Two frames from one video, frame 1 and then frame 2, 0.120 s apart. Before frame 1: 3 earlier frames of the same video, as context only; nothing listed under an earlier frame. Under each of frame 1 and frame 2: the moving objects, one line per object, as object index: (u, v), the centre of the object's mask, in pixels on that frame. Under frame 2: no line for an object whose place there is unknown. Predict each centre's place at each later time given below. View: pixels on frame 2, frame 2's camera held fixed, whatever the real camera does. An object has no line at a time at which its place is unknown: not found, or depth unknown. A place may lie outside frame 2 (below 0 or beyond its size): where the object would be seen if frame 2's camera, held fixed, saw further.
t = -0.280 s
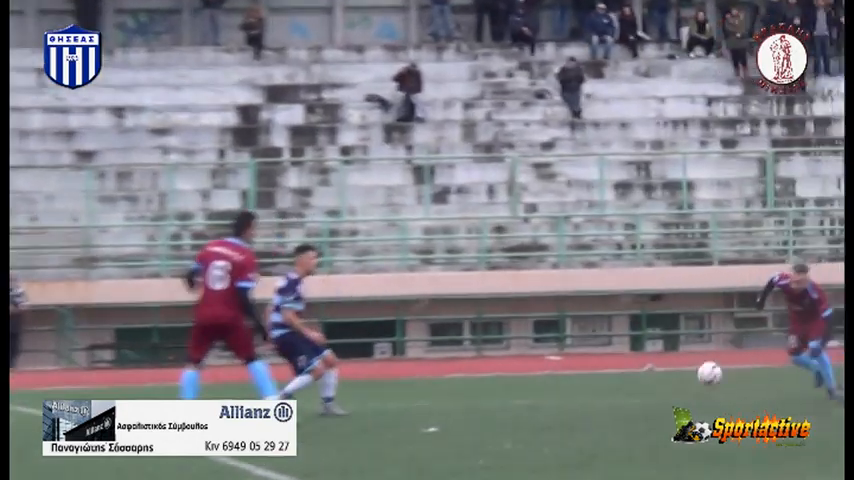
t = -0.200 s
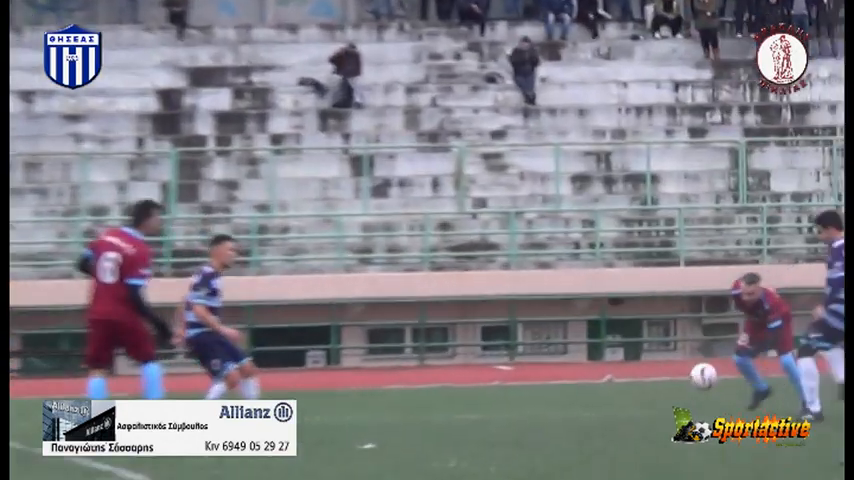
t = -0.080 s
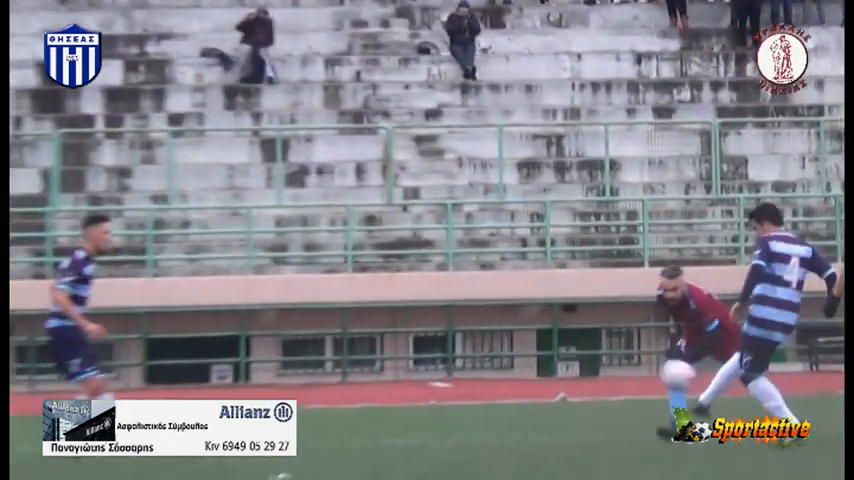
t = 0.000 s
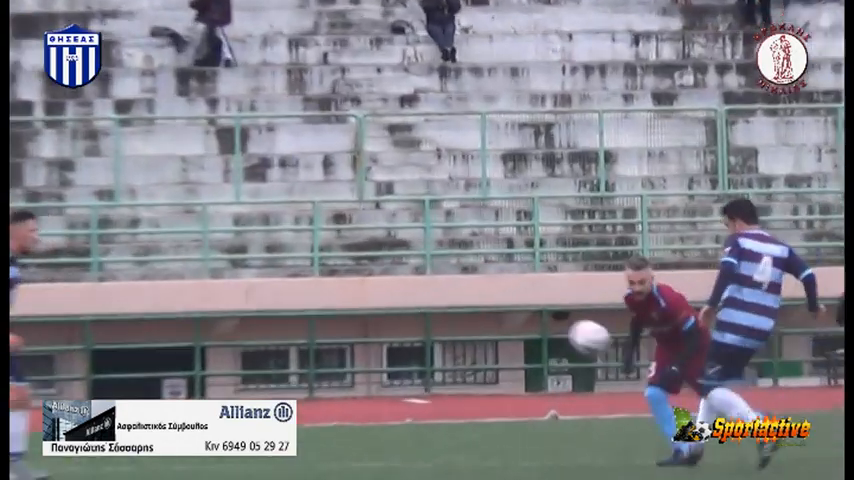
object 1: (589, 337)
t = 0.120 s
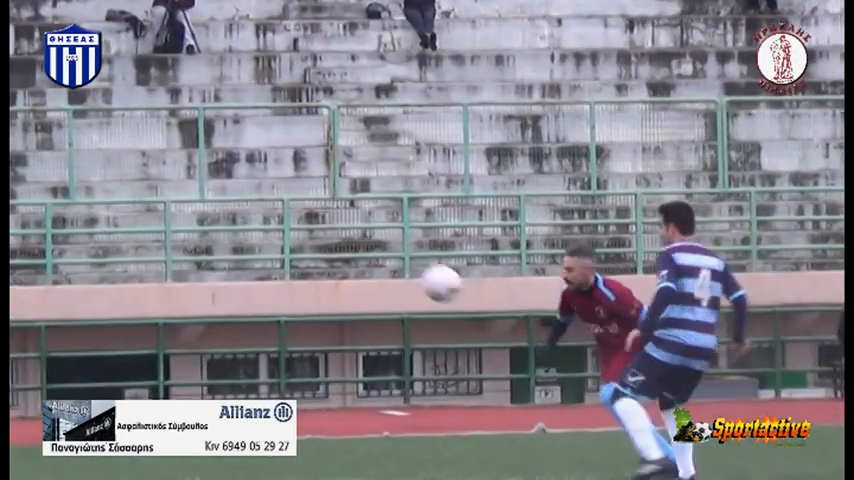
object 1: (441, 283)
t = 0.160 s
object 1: (397, 266)
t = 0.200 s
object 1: (353, 252)
